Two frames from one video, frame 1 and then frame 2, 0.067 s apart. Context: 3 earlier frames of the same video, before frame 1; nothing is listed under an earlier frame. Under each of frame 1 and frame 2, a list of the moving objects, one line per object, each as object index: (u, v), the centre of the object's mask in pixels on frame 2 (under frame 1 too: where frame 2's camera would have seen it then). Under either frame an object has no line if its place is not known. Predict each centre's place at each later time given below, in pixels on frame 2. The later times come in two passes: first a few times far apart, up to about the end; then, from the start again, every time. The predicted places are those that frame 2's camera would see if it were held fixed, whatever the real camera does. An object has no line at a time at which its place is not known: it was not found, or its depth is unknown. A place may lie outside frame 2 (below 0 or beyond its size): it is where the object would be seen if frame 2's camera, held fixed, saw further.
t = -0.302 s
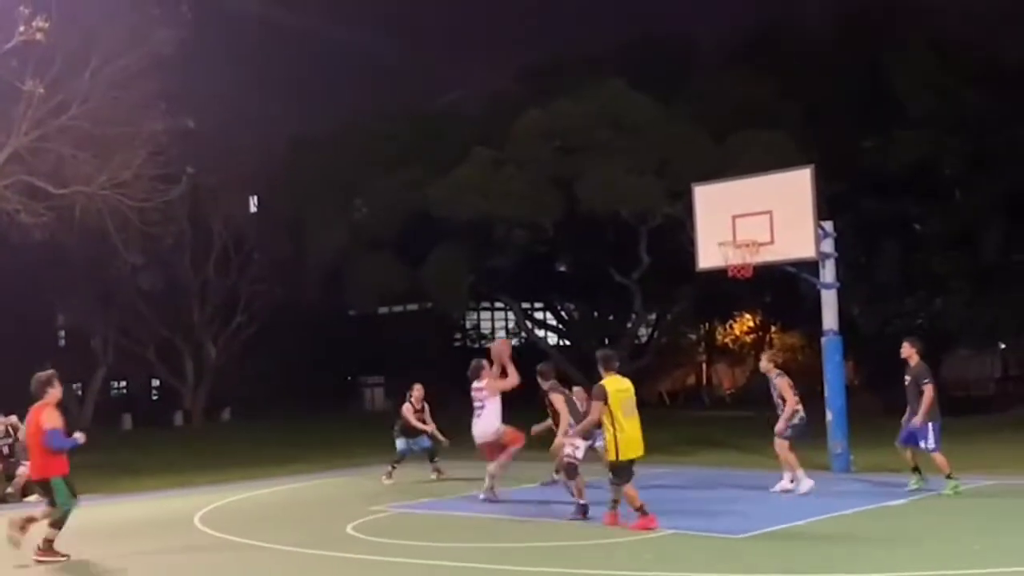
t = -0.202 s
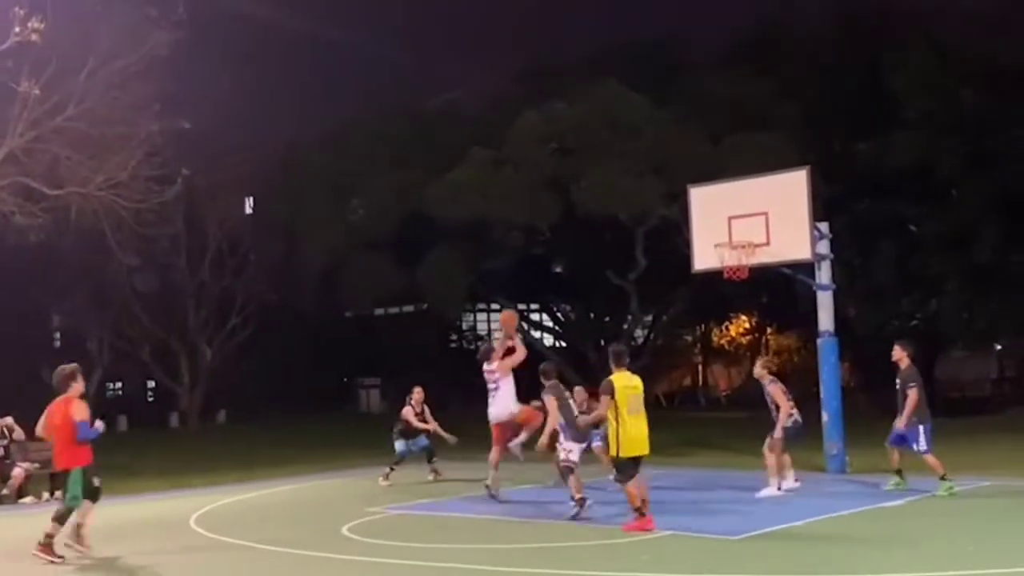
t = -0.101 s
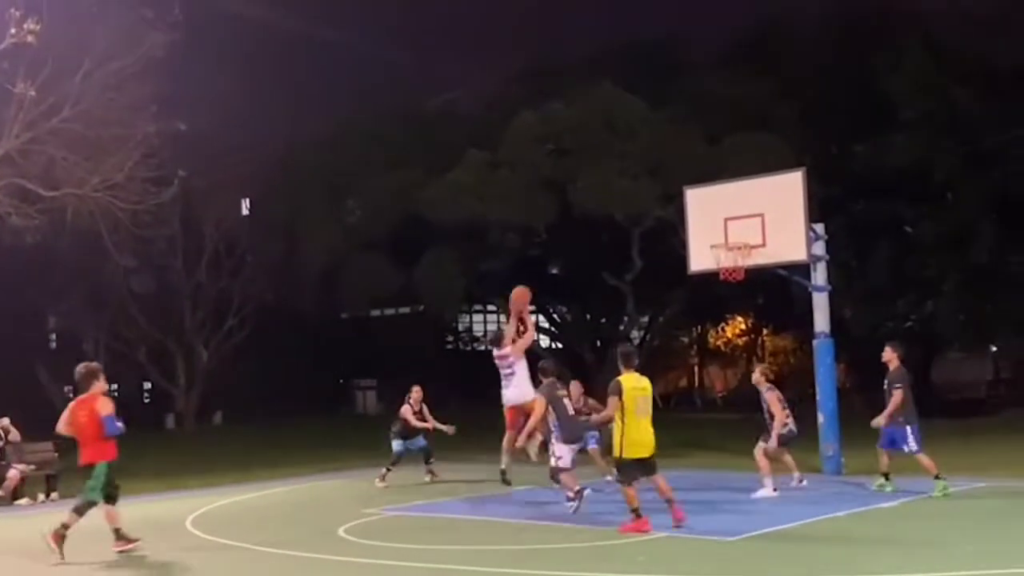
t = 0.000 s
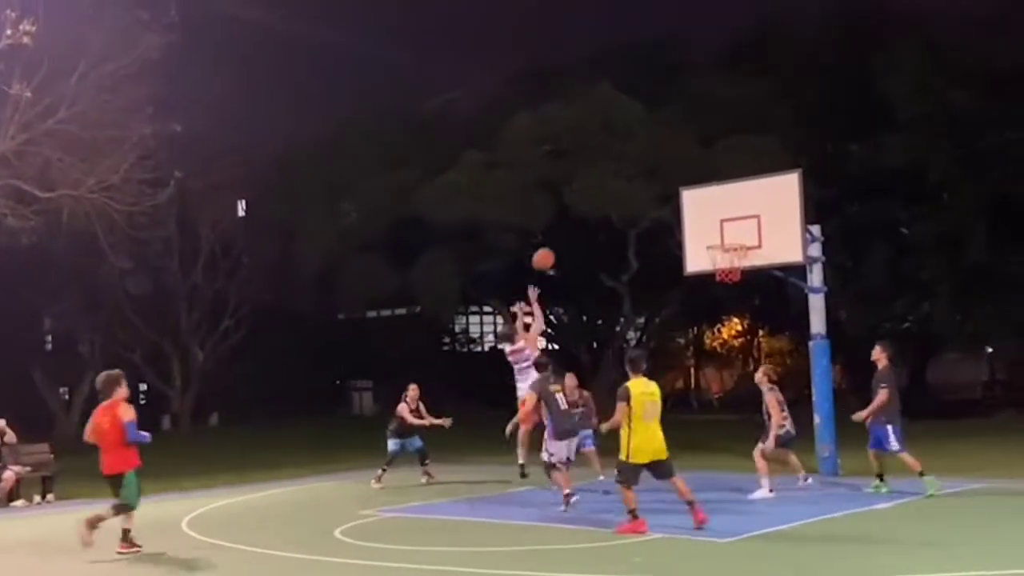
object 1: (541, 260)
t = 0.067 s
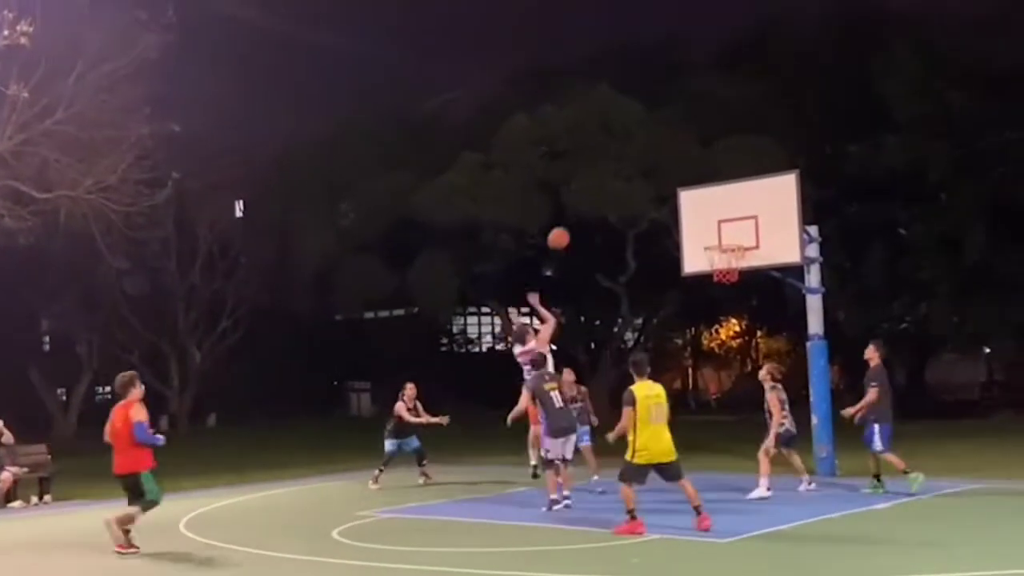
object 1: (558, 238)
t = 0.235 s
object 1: (602, 201)
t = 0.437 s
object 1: (654, 187)
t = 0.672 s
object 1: (713, 209)
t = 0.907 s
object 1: (750, 222)
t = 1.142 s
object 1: (768, 204)
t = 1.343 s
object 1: (787, 221)
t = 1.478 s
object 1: (798, 250)
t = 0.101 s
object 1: (567, 229)
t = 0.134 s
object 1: (577, 220)
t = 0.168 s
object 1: (585, 213)
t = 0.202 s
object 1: (594, 206)
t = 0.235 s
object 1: (602, 201)
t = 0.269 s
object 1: (611, 197)
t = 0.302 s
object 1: (620, 192)
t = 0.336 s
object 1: (629, 190)
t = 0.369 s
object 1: (637, 188)
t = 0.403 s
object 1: (646, 187)
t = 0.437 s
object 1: (654, 187)
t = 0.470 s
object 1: (663, 188)
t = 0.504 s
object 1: (671, 190)
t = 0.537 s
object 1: (679, 191)
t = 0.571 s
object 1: (687, 195)
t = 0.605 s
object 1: (696, 199)
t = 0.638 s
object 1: (705, 204)
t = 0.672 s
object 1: (713, 209)
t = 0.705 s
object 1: (720, 216)
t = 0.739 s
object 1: (729, 223)
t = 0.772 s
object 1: (737, 231)
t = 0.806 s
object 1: (744, 239)
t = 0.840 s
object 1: (745, 235)
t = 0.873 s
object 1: (747, 227)
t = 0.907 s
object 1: (750, 222)
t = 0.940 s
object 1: (752, 217)
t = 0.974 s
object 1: (755, 213)
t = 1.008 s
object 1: (757, 210)
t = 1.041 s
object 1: (760, 207)
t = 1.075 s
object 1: (762, 204)
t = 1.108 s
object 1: (765, 204)
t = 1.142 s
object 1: (768, 204)
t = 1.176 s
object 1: (771, 204)
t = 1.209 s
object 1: (774, 205)
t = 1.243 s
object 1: (777, 208)
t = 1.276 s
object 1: (780, 212)
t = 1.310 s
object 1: (783, 216)
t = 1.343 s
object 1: (787, 221)
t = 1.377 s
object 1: (790, 227)
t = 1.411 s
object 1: (793, 234)
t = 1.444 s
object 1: (795, 242)
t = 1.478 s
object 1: (798, 250)
